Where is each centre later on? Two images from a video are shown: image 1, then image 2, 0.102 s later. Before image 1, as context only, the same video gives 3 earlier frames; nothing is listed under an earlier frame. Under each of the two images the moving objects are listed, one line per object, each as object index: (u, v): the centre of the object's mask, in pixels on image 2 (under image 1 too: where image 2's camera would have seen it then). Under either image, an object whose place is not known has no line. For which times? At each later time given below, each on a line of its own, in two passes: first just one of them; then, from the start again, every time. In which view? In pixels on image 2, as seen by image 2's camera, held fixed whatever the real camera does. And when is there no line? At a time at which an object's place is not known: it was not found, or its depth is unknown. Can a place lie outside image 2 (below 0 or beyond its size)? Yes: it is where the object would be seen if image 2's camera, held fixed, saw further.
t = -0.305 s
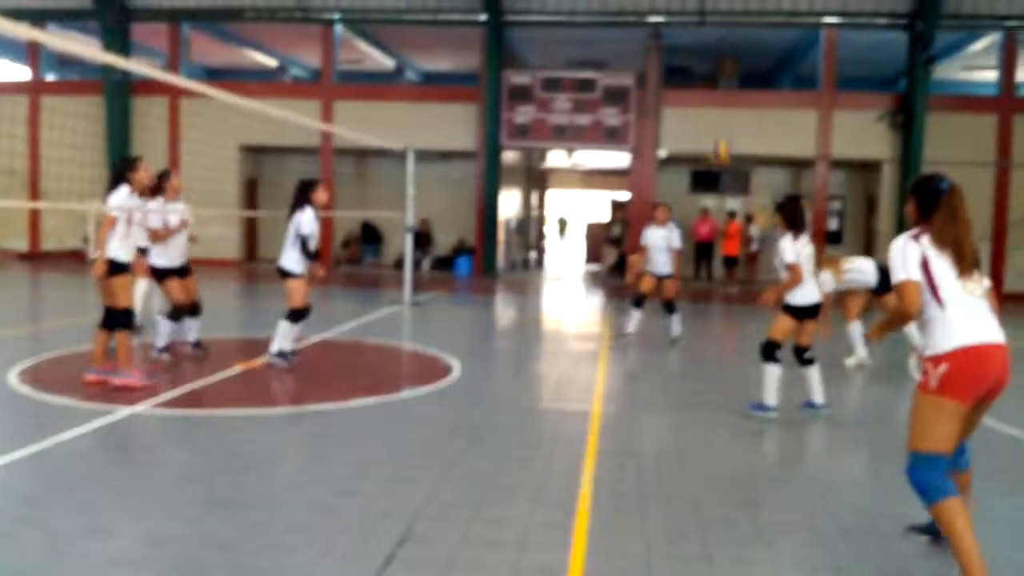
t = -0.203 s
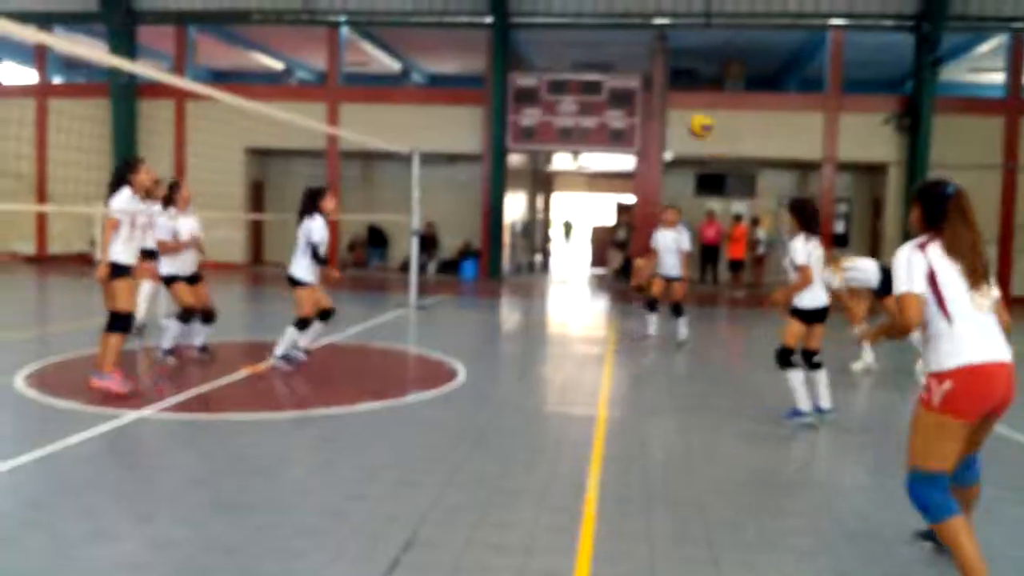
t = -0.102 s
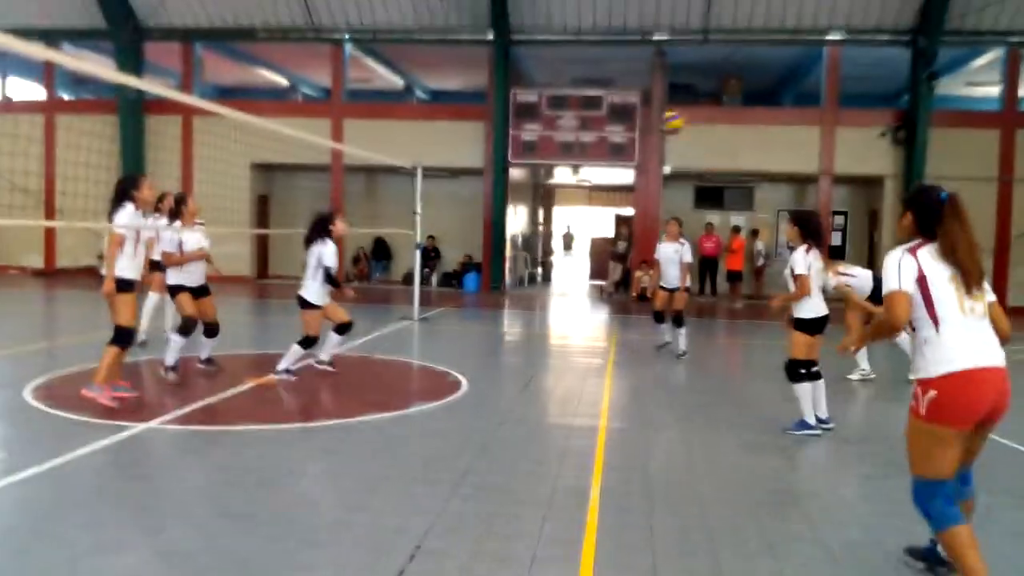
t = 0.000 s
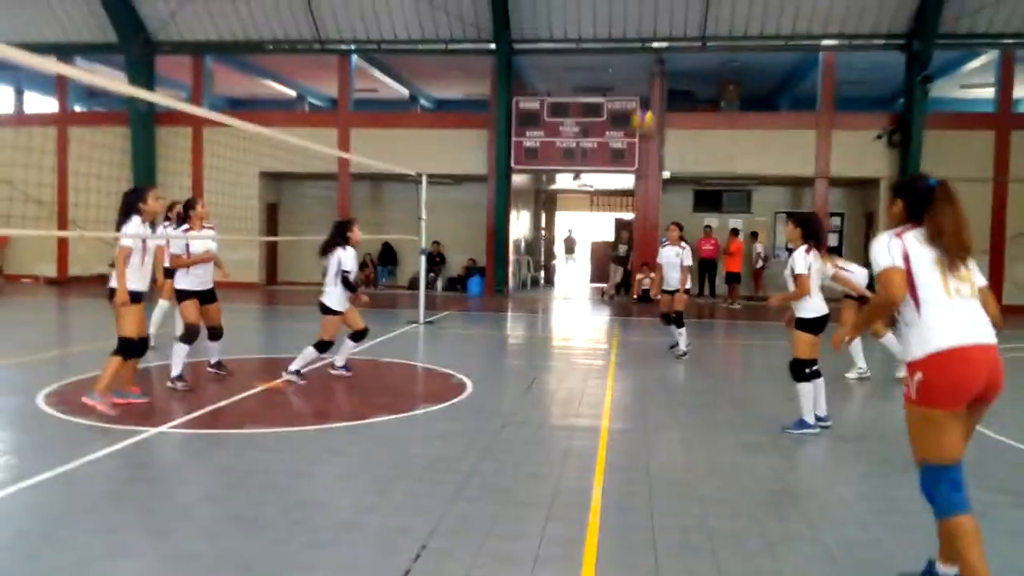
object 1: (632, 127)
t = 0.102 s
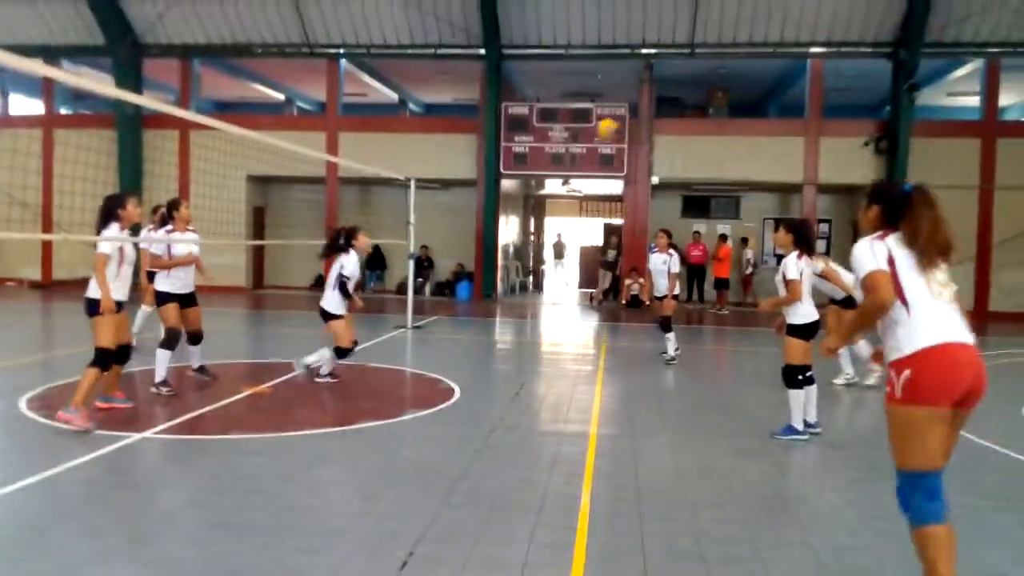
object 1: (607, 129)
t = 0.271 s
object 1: (558, 160)
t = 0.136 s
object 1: (598, 133)
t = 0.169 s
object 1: (590, 137)
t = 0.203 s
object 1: (579, 142)
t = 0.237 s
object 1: (572, 150)
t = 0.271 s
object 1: (558, 160)
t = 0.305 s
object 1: (550, 168)
